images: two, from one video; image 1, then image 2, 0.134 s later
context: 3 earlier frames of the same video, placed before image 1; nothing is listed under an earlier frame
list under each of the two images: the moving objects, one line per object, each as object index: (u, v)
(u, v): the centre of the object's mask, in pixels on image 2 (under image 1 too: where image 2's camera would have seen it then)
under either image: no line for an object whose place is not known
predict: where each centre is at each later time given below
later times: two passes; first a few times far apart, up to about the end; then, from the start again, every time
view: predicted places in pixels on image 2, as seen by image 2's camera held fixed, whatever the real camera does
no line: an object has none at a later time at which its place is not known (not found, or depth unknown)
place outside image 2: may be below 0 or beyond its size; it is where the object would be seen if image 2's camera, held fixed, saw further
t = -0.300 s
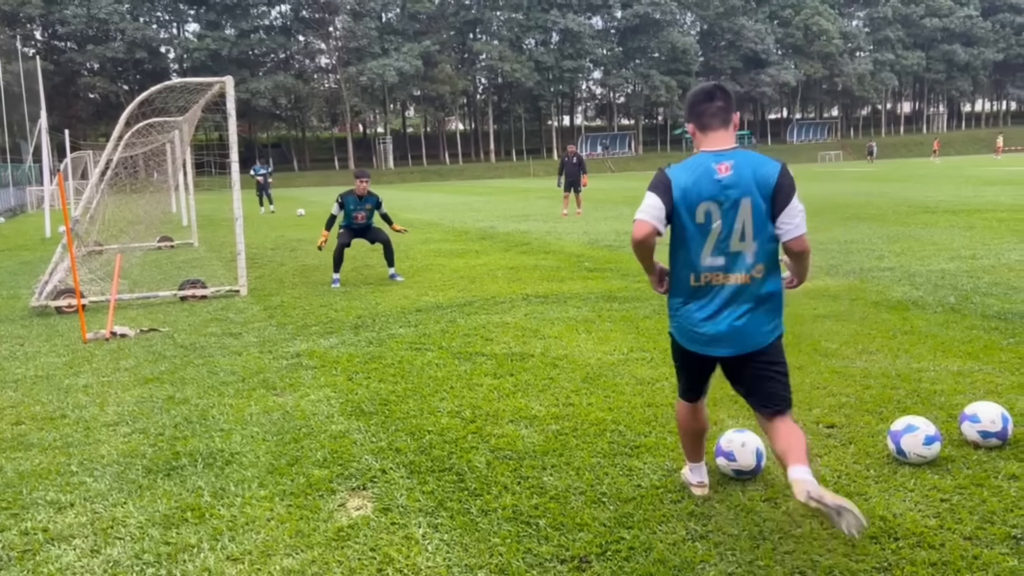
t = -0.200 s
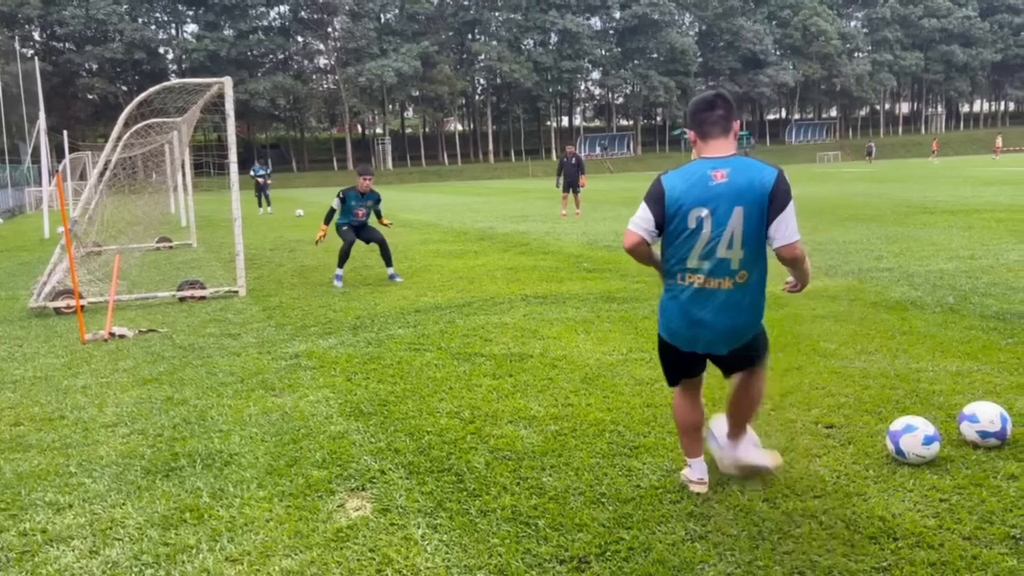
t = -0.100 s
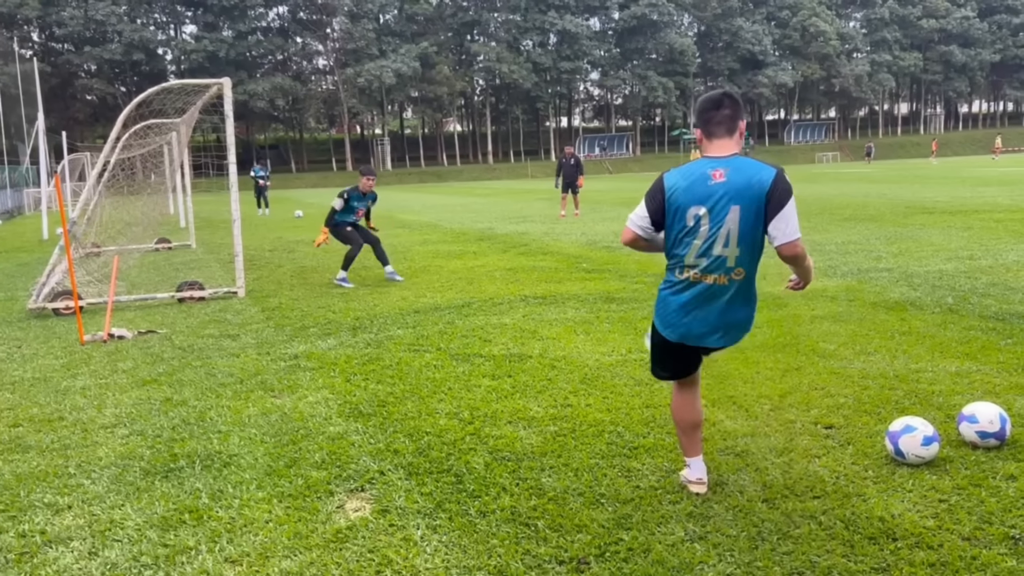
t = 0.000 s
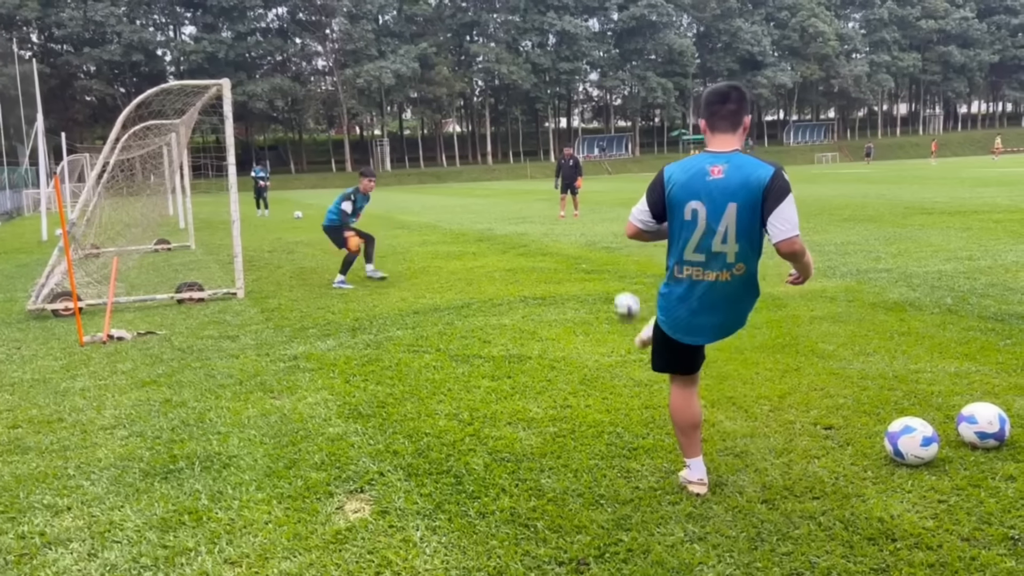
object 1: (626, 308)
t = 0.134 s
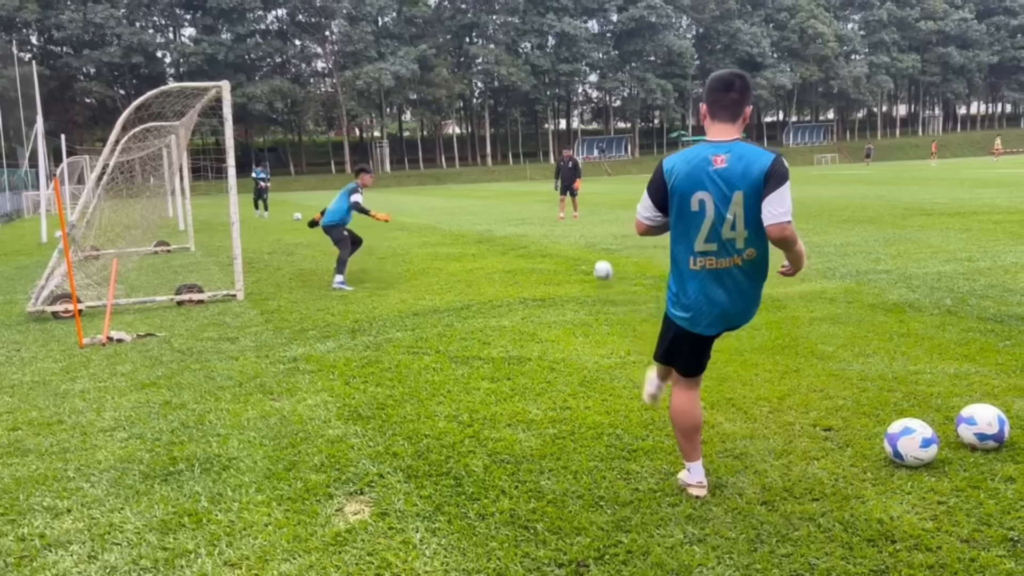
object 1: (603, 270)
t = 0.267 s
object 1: (590, 252)
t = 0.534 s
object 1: (575, 235)
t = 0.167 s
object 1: (599, 263)
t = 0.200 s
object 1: (596, 258)
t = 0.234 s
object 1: (593, 254)
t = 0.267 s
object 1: (590, 252)
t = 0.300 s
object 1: (587, 251)
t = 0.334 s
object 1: (585, 250)
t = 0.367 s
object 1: (583, 248)
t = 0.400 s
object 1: (581, 243)
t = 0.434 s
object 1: (580, 240)
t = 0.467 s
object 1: (578, 238)
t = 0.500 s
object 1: (577, 236)
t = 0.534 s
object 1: (575, 235)
